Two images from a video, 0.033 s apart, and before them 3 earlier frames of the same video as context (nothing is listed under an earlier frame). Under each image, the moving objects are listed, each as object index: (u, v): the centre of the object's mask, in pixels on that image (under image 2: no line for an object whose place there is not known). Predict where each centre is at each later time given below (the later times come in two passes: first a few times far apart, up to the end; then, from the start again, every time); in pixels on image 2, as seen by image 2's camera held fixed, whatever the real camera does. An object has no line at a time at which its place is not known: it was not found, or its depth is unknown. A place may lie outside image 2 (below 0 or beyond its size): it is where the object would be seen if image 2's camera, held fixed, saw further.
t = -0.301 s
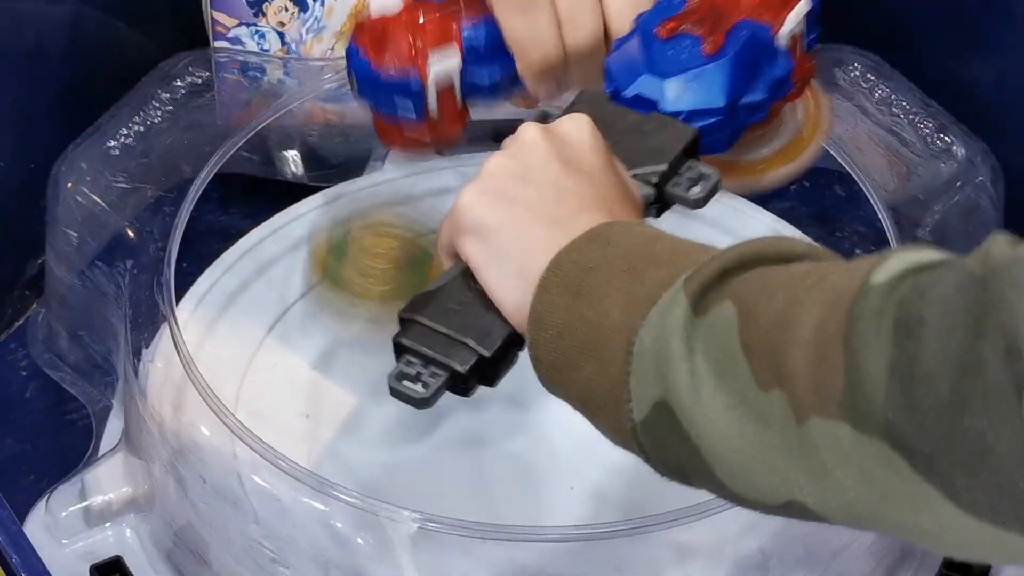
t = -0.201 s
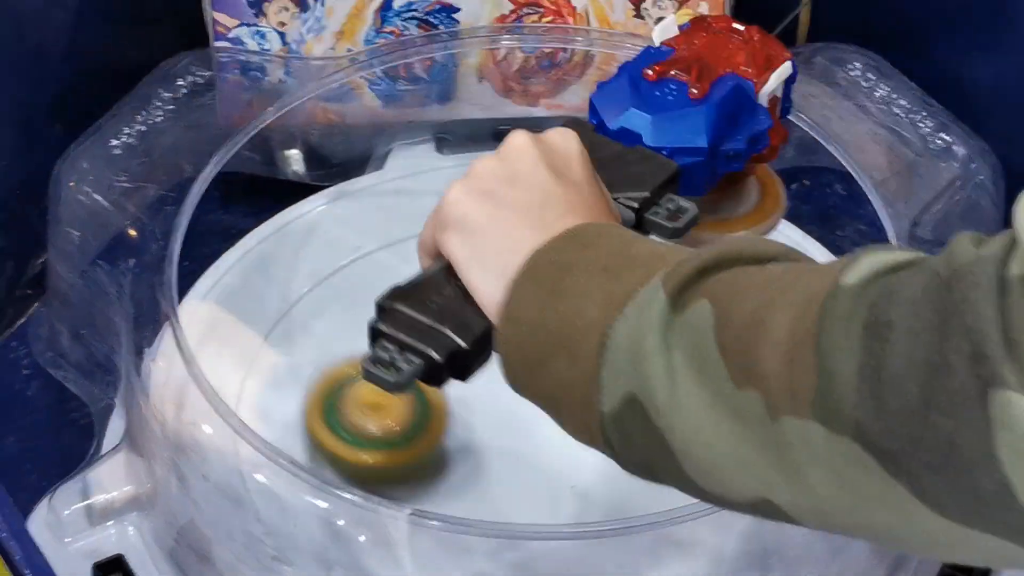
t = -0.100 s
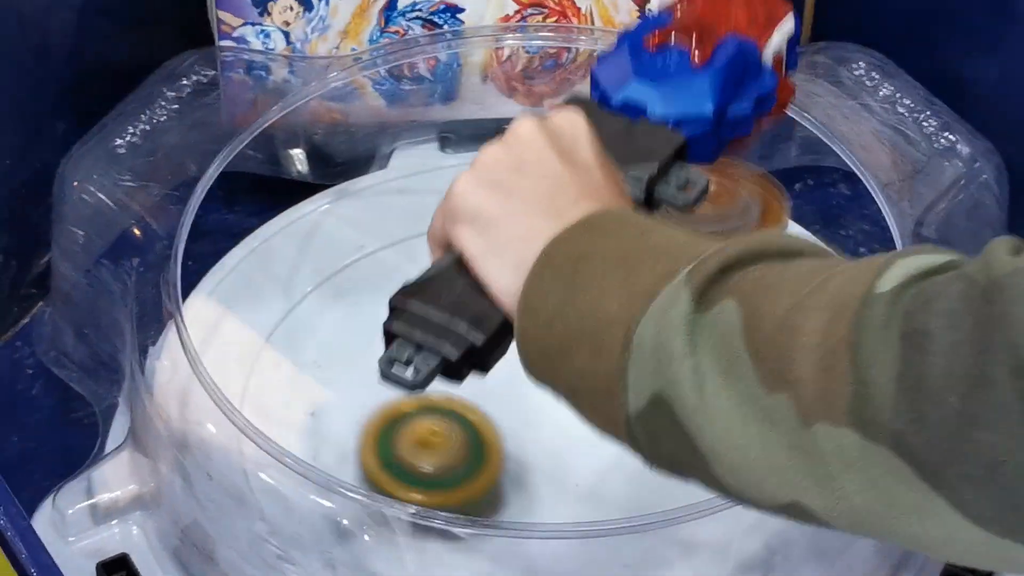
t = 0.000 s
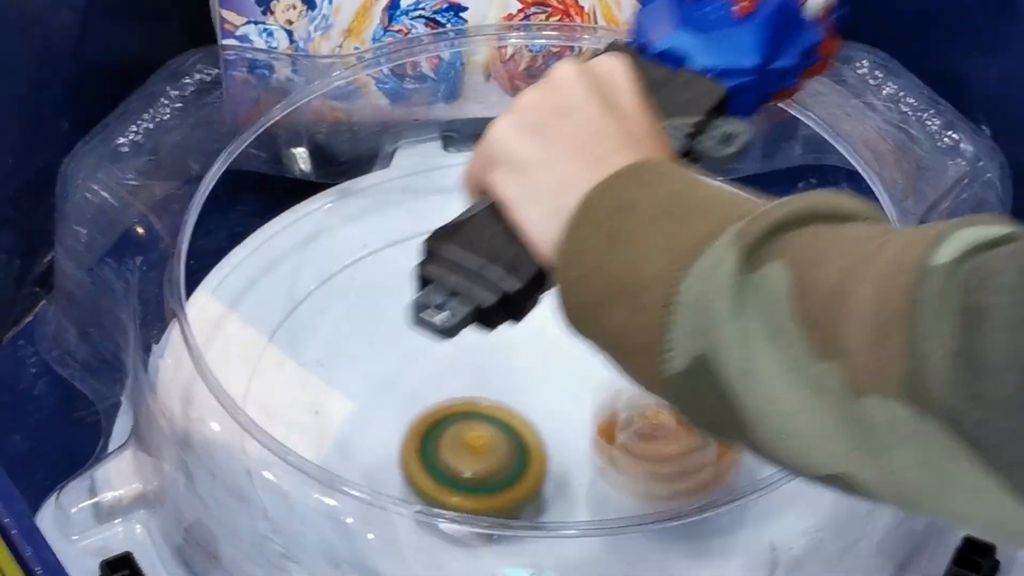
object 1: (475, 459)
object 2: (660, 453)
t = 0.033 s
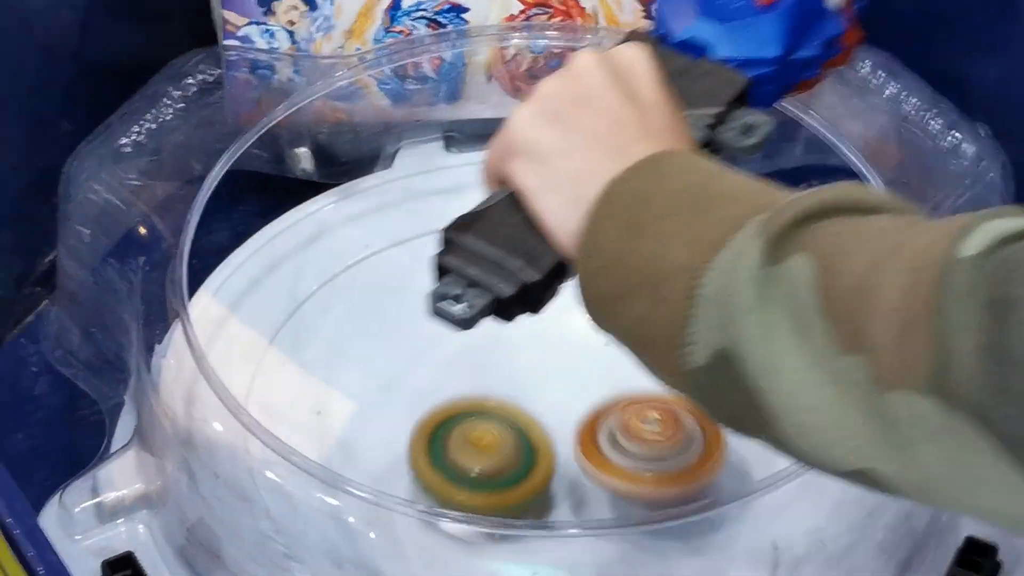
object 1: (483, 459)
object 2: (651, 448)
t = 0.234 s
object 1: (388, 428)
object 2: (635, 402)
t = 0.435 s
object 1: (447, 341)
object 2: (604, 370)
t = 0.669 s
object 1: (259, 245)
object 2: (843, 408)
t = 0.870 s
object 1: (462, 310)
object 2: (702, 457)
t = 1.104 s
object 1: (771, 471)
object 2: (528, 463)
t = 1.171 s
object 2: (510, 452)
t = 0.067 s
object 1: (486, 454)
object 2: (632, 434)
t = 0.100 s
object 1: (476, 453)
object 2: (620, 431)
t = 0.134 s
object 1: (451, 449)
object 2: (622, 429)
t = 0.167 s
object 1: (427, 445)
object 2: (628, 422)
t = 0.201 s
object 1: (405, 437)
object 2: (634, 411)
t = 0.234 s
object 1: (388, 428)
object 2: (635, 402)
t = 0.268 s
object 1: (380, 416)
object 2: (633, 394)
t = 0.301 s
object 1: (378, 400)
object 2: (629, 387)
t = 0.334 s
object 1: (384, 384)
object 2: (623, 382)
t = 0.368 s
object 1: (397, 368)
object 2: (617, 378)
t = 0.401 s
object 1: (417, 353)
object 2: (609, 374)
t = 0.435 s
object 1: (447, 341)
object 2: (604, 370)
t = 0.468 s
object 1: (428, 321)
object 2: (649, 373)
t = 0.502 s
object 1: (365, 292)
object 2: (735, 375)
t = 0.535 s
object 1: (312, 261)
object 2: (814, 369)
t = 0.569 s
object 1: (284, 246)
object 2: (830, 362)
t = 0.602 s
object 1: (264, 247)
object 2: (845, 378)
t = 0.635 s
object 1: (258, 242)
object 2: (849, 397)
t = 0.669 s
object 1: (259, 245)
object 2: (843, 408)
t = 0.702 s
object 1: (269, 249)
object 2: (830, 418)
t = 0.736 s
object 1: (292, 256)
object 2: (813, 434)
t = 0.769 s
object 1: (326, 268)
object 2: (792, 444)
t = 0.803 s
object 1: (363, 283)
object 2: (766, 452)
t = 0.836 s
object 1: (410, 297)
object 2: (738, 460)
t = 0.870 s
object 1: (462, 310)
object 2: (702, 457)
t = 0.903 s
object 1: (517, 322)
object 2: (672, 465)
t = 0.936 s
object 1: (575, 339)
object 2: (642, 470)
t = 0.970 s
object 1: (627, 361)
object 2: (615, 471)
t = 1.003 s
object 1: (675, 386)
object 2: (588, 472)
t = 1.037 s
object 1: (716, 413)
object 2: (563, 470)
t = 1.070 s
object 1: (742, 435)
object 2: (544, 467)
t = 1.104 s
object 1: (771, 471)
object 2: (528, 463)
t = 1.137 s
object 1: (782, 500)
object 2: (516, 457)
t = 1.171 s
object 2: (510, 452)
